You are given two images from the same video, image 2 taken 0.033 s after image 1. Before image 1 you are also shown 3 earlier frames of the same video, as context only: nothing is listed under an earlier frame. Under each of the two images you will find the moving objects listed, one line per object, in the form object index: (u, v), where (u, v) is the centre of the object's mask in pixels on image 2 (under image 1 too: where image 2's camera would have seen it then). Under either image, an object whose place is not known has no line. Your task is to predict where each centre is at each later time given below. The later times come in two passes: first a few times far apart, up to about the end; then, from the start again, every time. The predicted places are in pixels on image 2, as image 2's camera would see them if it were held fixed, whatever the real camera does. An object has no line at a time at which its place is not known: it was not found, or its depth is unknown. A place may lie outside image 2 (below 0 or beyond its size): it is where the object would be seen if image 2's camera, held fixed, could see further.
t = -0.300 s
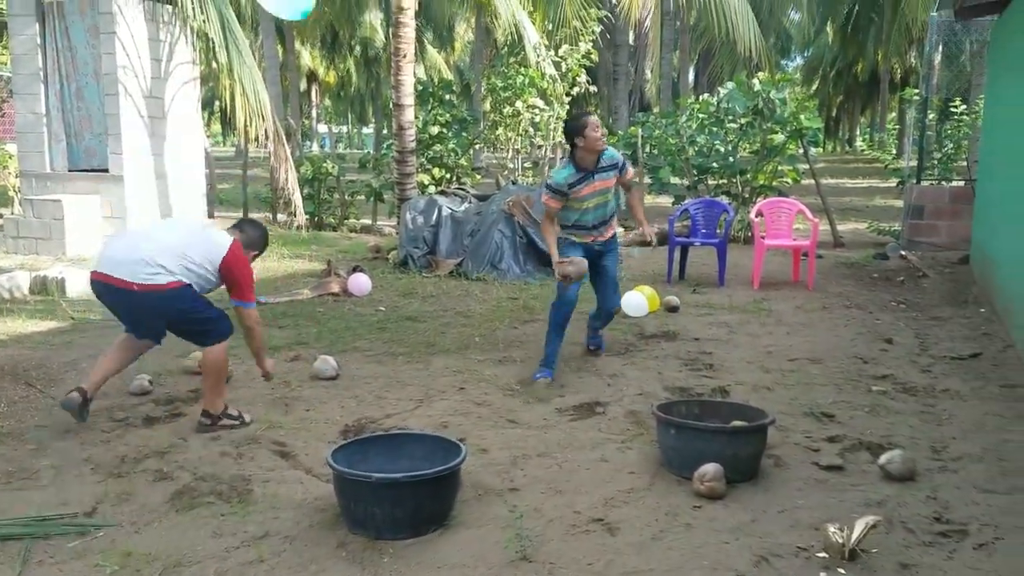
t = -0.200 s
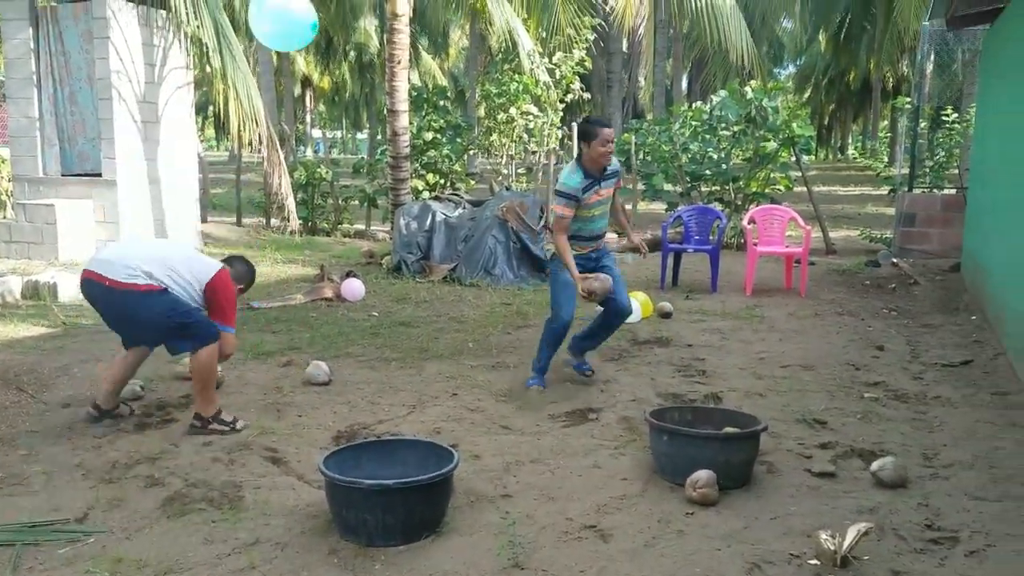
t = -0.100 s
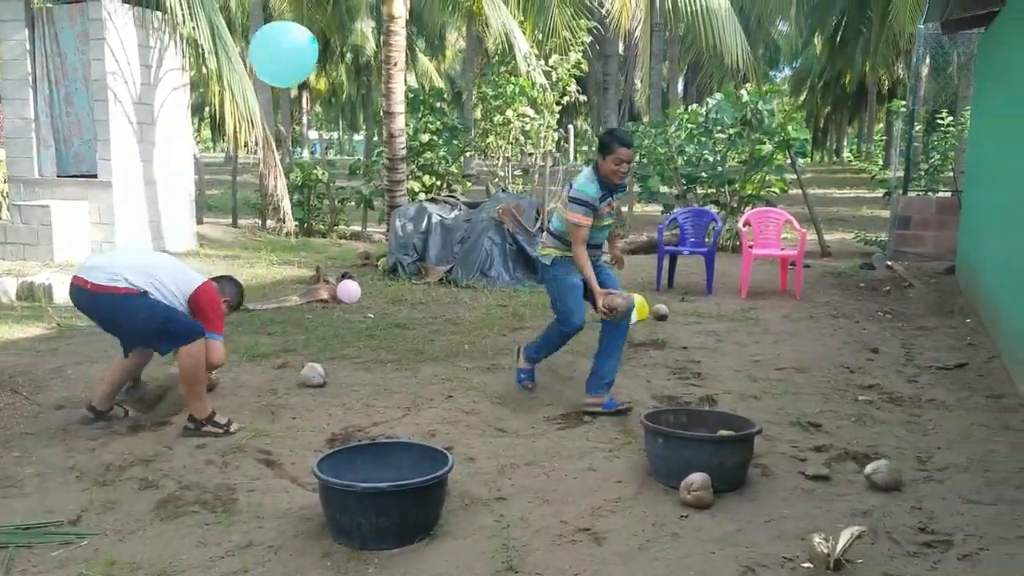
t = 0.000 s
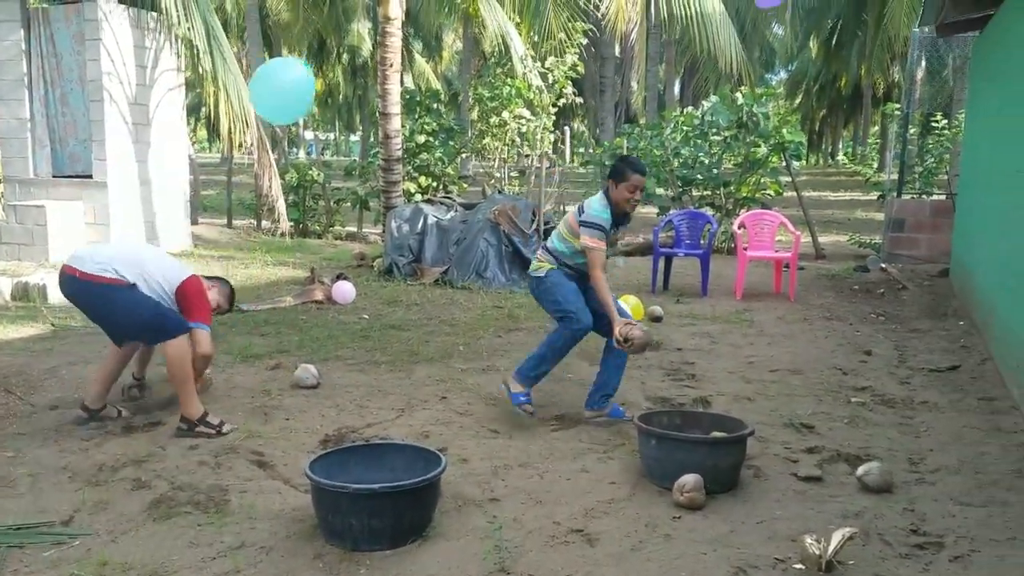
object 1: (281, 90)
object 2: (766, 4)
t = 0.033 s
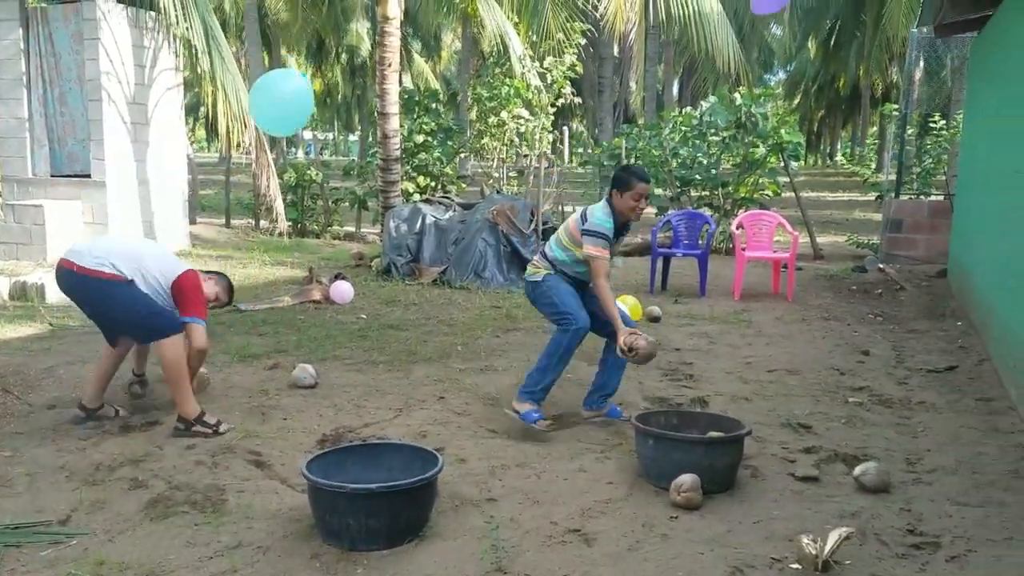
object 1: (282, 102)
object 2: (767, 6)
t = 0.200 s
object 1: (284, 166)
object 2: (769, 25)
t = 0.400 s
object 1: (289, 246)
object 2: (773, 60)
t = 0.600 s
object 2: (769, 94)
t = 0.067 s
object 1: (282, 114)
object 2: (767, 9)
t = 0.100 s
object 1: (282, 127)
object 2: (768, 12)
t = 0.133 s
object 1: (283, 140)
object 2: (768, 16)
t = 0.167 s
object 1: (284, 153)
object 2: (769, 20)
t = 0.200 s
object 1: (284, 166)
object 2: (769, 25)
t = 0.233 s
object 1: (285, 179)
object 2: (770, 31)
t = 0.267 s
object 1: (286, 192)
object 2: (771, 37)
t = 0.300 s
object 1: (288, 206)
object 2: (772, 42)
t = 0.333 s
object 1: (289, 220)
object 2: (772, 48)
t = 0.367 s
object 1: (289, 234)
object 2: (772, 54)
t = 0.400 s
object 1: (289, 246)
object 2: (773, 60)
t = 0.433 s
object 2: (774, 65)
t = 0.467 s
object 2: (773, 71)
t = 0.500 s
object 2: (773, 77)
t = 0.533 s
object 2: (772, 83)
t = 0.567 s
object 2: (770, 89)
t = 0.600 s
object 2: (769, 94)
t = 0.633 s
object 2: (767, 100)
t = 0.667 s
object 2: (765, 107)
